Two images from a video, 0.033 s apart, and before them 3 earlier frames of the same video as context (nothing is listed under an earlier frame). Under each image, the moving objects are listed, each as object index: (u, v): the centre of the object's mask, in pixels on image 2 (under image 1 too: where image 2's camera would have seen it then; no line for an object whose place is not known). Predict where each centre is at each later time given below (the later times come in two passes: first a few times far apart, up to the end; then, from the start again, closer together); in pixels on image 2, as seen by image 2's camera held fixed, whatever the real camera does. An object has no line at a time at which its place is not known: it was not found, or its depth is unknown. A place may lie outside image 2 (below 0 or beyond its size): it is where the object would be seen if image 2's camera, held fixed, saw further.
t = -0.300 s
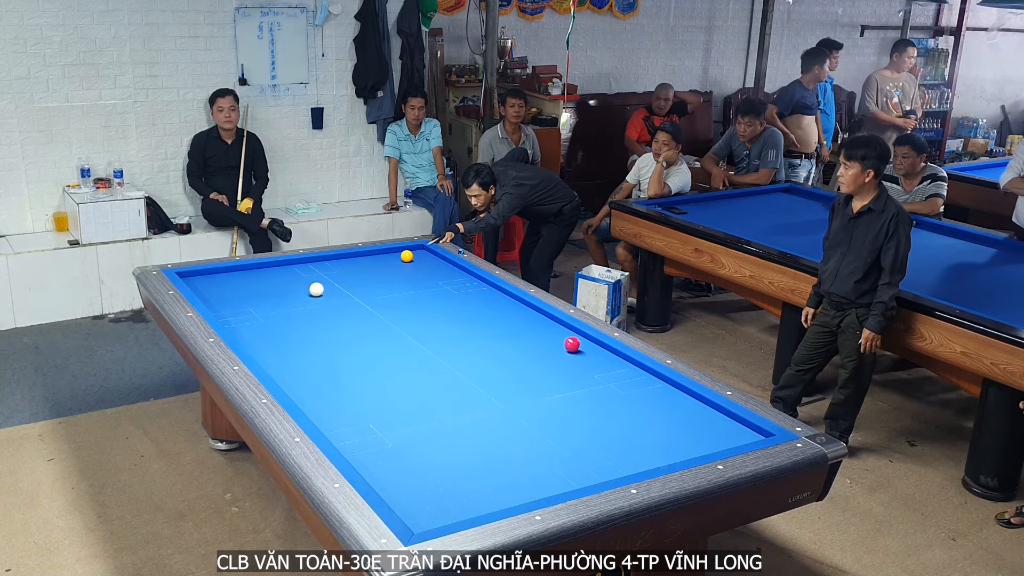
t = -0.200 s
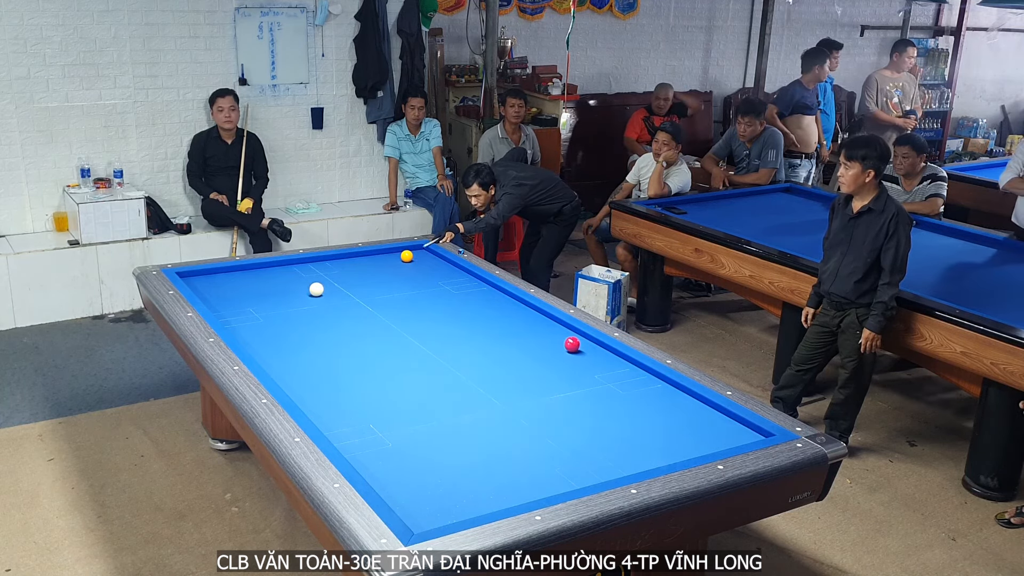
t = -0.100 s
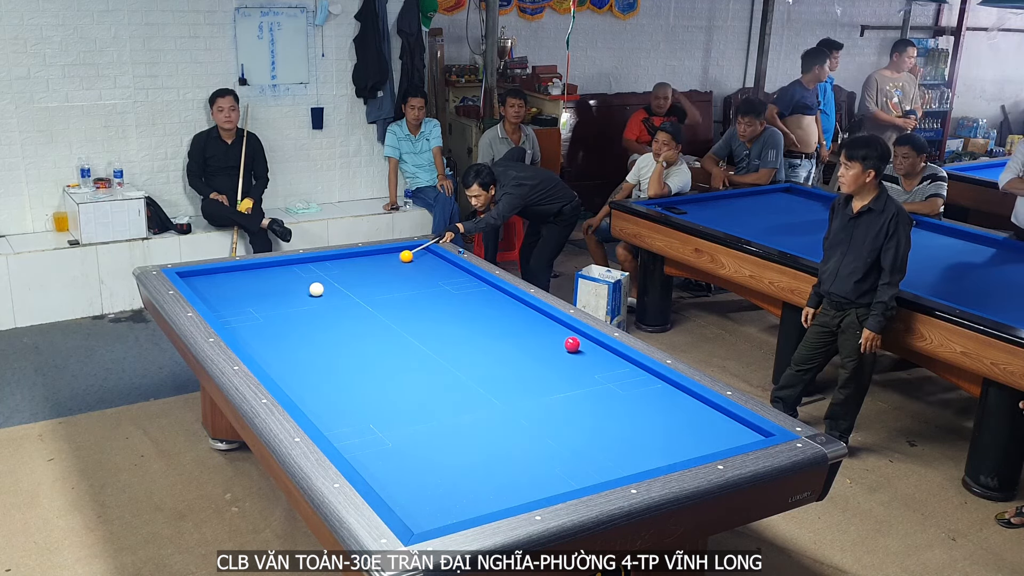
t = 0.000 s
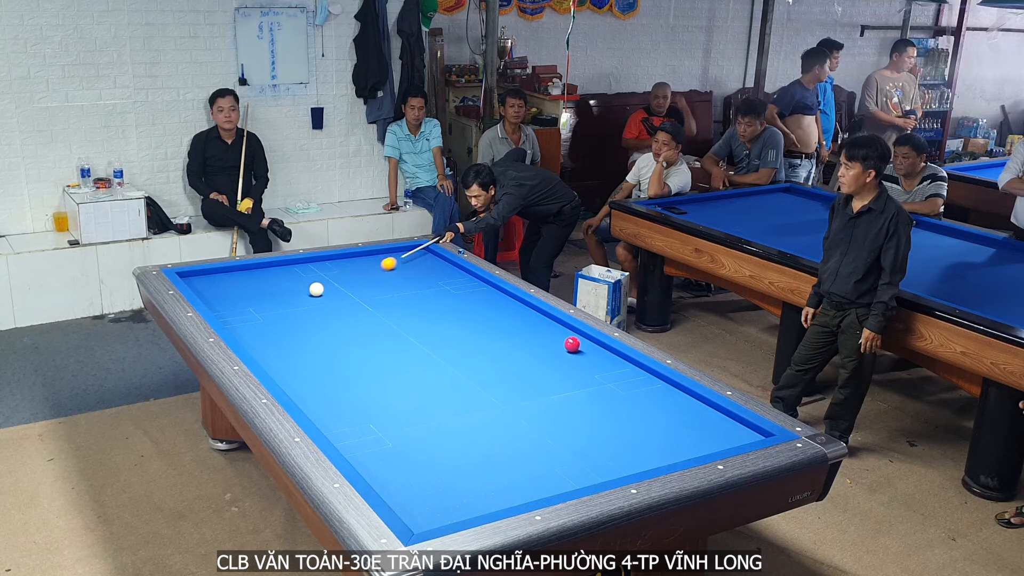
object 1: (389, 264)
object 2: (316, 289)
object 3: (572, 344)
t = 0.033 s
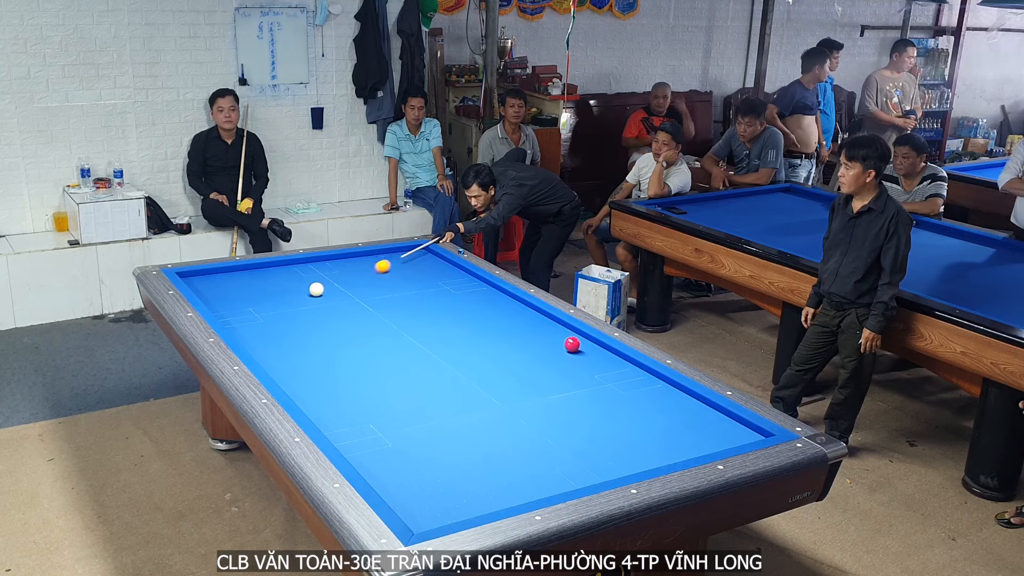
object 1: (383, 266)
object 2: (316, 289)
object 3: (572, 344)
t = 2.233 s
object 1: (554, 477)
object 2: (257, 276)
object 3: (572, 344)
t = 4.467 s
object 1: (580, 345)
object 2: (334, 257)
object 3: (549, 339)
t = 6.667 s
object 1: (544, 333)
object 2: (373, 256)
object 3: (423, 312)
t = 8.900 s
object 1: (540, 332)
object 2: (376, 256)
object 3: (349, 295)
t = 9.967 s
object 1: (540, 332)
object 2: (376, 256)
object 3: (331, 290)
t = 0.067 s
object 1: (376, 269)
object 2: (316, 289)
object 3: (572, 344)
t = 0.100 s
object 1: (370, 272)
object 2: (316, 289)
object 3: (572, 344)
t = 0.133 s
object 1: (364, 275)
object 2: (316, 289)
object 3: (572, 344)
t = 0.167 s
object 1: (357, 278)
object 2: (316, 289)
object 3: (572, 344)
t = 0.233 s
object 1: (344, 283)
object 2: (316, 289)
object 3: (572, 344)
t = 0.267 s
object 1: (337, 286)
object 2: (316, 289)
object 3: (572, 344)
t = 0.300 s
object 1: (331, 289)
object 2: (315, 289)
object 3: (572, 344)
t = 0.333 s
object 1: (329, 293)
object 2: (309, 289)
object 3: (572, 344)
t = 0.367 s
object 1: (328, 296)
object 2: (303, 290)
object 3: (572, 344)
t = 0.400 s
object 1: (327, 299)
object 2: (297, 290)
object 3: (572, 344)
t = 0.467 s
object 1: (323, 305)
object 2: (287, 290)
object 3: (572, 344)
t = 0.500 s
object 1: (321, 309)
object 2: (283, 290)
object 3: (572, 344)
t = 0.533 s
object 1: (318, 312)
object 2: (278, 290)
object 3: (572, 344)
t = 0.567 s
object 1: (316, 316)
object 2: (274, 290)
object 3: (572, 344)
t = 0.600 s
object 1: (313, 319)
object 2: (270, 290)
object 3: (572, 344)
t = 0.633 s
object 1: (311, 323)
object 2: (265, 290)
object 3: (572, 344)
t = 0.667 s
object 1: (308, 326)
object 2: (261, 290)
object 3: (572, 344)
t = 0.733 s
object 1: (303, 334)
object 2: (252, 291)
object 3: (572, 344)
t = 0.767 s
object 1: (300, 338)
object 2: (247, 291)
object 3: (572, 344)
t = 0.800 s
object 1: (297, 341)
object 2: (243, 291)
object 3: (572, 344)
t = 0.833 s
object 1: (294, 346)
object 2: (239, 291)
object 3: (572, 344)
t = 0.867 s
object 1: (292, 350)
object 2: (234, 291)
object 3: (572, 344)
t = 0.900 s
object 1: (289, 354)
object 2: (230, 291)
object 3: (572, 344)
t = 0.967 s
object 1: (282, 362)
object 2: (221, 291)
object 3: (572, 344)
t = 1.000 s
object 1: (279, 367)
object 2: (217, 291)
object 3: (572, 344)
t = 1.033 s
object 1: (277, 371)
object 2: (212, 291)
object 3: (572, 344)
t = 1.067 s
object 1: (280, 374)
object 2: (208, 291)
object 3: (572, 344)
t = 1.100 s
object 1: (287, 377)
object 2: (204, 291)
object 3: (572, 344)
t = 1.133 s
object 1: (296, 379)
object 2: (200, 291)
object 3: (572, 344)
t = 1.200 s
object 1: (311, 383)
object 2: (203, 291)
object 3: (572, 344)
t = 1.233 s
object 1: (318, 386)
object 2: (205, 290)
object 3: (572, 344)
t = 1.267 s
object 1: (325, 389)
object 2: (207, 289)
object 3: (572, 344)
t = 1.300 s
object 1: (332, 391)
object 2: (209, 289)
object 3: (572, 344)
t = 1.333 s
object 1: (339, 394)
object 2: (211, 288)
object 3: (572, 344)
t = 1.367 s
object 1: (346, 397)
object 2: (213, 288)
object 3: (572, 344)
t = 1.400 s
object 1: (353, 399)
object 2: (215, 287)
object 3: (572, 344)
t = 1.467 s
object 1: (367, 405)
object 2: (219, 286)
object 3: (572, 344)
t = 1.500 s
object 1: (374, 408)
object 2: (221, 286)
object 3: (572, 344)
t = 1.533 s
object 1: (382, 410)
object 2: (222, 285)
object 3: (572, 344)
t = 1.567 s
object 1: (389, 413)
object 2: (224, 285)
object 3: (572, 344)
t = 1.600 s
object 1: (397, 416)
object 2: (226, 284)
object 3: (572, 344)
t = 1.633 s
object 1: (404, 419)
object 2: (228, 284)
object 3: (572, 344)
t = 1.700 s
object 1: (420, 425)
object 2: (231, 283)
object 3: (572, 344)
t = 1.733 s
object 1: (427, 428)
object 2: (233, 282)
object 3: (572, 344)
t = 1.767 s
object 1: (435, 431)
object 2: (234, 282)
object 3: (572, 344)
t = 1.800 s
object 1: (443, 434)
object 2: (236, 281)
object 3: (572, 344)
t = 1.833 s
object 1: (451, 437)
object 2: (238, 281)
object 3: (572, 344)
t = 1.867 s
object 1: (459, 440)
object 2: (239, 281)
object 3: (572, 344)
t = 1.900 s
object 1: (467, 443)
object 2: (241, 280)
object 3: (572, 344)
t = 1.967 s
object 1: (484, 450)
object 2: (244, 279)
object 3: (572, 344)
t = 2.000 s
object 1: (492, 453)
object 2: (246, 279)
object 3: (572, 344)
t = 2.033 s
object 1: (501, 457)
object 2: (247, 278)
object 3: (572, 344)
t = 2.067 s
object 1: (509, 460)
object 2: (249, 278)
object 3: (572, 344)
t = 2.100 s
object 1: (518, 463)
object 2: (250, 277)
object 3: (572, 344)
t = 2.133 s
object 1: (527, 467)
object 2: (252, 277)
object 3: (572, 344)
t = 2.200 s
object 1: (545, 474)
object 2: (255, 276)
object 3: (572, 344)
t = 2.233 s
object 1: (554, 477)
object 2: (257, 276)
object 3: (572, 344)
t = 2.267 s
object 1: (563, 480)
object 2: (258, 275)
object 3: (572, 344)
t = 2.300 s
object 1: (572, 482)
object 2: (260, 275)
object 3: (572, 344)
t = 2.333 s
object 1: (576, 480)
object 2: (261, 274)
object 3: (572, 344)
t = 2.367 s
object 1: (576, 477)
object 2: (263, 274)
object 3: (572, 344)
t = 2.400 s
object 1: (576, 473)
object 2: (264, 274)
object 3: (572, 344)
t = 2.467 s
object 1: (576, 464)
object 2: (267, 273)
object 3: (572, 344)
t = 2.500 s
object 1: (577, 461)
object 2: (268, 273)
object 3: (572, 344)
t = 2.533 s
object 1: (578, 457)
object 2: (270, 272)
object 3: (572, 344)
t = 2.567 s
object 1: (579, 454)
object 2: (271, 272)
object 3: (572, 344)
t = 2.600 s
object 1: (580, 451)
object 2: (273, 272)
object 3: (572, 344)
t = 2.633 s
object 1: (581, 448)
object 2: (274, 271)
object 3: (572, 344)
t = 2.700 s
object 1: (584, 441)
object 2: (277, 270)
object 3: (572, 344)
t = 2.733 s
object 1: (585, 438)
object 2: (278, 270)
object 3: (572, 344)
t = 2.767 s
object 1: (586, 435)
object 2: (279, 270)
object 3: (572, 344)
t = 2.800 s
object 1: (587, 433)
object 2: (281, 269)
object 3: (572, 344)
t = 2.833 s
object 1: (588, 430)
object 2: (282, 269)
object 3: (572, 344)
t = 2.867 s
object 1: (589, 427)
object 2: (283, 269)
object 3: (572, 344)
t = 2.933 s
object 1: (591, 421)
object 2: (286, 268)
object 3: (572, 344)
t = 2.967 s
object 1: (592, 419)
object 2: (287, 268)
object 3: (572, 344)
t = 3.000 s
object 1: (593, 416)
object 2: (288, 267)
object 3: (572, 344)
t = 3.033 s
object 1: (594, 413)
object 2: (290, 267)
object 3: (572, 344)
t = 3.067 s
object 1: (594, 411)
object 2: (291, 267)
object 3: (572, 344)
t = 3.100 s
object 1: (595, 408)
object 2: (292, 266)
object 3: (572, 344)
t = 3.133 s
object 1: (596, 406)
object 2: (293, 266)
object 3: (572, 344)
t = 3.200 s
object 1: (598, 401)
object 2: (296, 265)
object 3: (572, 344)
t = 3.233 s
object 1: (599, 399)
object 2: (297, 265)
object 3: (572, 344)
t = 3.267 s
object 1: (600, 396)
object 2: (298, 265)
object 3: (572, 344)
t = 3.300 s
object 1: (600, 394)
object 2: (299, 265)
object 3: (572, 344)
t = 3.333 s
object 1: (601, 391)
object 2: (300, 264)
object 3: (572, 344)
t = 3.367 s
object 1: (602, 389)
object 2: (301, 264)
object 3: (572, 344)
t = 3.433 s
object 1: (603, 385)
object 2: (304, 263)
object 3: (572, 344)
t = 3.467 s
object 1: (604, 383)
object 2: (305, 263)
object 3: (572, 344)
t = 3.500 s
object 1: (605, 380)
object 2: (306, 263)
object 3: (572, 344)
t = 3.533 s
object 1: (606, 378)
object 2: (307, 263)
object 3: (572, 344)
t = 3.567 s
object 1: (606, 376)
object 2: (308, 262)
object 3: (572, 344)
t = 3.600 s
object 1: (607, 374)
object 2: (309, 262)
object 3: (572, 344)
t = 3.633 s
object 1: (608, 372)
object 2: (310, 262)
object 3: (572, 344)
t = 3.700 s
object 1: (609, 368)
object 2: (312, 261)
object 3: (572, 344)
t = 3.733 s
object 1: (610, 366)
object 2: (313, 261)
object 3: (572, 344)
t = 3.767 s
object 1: (610, 364)
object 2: (314, 261)
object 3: (572, 344)
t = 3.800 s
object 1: (611, 362)
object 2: (315, 260)
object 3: (572, 344)
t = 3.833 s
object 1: (612, 360)
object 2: (316, 260)
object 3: (572, 344)
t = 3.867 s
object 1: (612, 358)
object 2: (317, 260)
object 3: (572, 344)
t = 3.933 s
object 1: (613, 354)
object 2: (319, 259)
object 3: (572, 344)
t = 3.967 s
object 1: (612, 353)
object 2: (320, 259)
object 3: (572, 344)
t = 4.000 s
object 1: (607, 352)
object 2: (321, 259)
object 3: (572, 344)
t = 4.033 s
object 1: (603, 351)
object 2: (322, 259)
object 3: (572, 344)
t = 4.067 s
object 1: (599, 350)
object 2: (323, 258)
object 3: (572, 344)
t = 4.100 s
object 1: (595, 349)
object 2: (324, 258)
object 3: (572, 344)
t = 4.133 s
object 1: (591, 348)
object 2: (325, 258)
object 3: (572, 344)
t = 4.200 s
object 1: (587, 347)
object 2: (326, 258)
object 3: (569, 344)
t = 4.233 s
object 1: (586, 347)
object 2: (328, 257)
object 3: (566, 343)
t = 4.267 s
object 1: (586, 347)
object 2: (329, 258)
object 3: (563, 342)
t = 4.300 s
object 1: (585, 347)
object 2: (330, 258)
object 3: (561, 342)
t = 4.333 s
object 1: (584, 346)
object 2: (331, 257)
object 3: (558, 341)
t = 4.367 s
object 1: (583, 346)
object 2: (332, 257)
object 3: (556, 341)
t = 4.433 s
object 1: (581, 346)
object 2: (333, 257)
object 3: (551, 340)
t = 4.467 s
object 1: (580, 345)
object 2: (334, 257)
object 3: (549, 339)
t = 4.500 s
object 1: (579, 345)
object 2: (335, 257)
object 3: (547, 339)
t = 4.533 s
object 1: (579, 345)
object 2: (336, 257)
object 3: (544, 338)
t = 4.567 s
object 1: (578, 344)
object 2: (337, 257)
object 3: (542, 338)
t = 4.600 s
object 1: (577, 344)
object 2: (338, 257)
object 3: (539, 337)
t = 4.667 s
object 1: (575, 343)
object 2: (340, 257)
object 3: (535, 336)
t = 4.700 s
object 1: (575, 343)
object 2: (341, 257)
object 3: (533, 336)
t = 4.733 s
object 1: (574, 343)
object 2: (341, 257)
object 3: (530, 335)
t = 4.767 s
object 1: (573, 343)
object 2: (342, 257)
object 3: (528, 335)
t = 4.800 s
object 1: (572, 343)
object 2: (343, 257)
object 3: (526, 334)
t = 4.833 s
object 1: (571, 342)
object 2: (344, 257)
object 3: (524, 334)
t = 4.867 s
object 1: (571, 342)
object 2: (345, 257)
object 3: (521, 333)
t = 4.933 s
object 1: (569, 342)
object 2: (346, 257)
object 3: (517, 332)
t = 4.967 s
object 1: (568, 341)
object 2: (347, 257)
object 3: (515, 332)
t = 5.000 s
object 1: (568, 341)
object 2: (348, 257)
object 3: (513, 331)
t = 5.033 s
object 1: (567, 341)
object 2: (349, 257)
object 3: (511, 331)
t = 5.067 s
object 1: (566, 341)
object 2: (349, 257)
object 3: (509, 330)
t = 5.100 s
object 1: (566, 341)
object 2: (350, 257)
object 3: (507, 330)
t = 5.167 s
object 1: (564, 340)
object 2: (352, 257)
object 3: (503, 329)
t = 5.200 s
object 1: (564, 340)
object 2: (352, 256)
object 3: (500, 328)
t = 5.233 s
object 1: (563, 340)
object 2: (353, 257)
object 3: (498, 328)
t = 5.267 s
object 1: (562, 339)
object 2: (354, 257)
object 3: (496, 328)
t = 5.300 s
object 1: (562, 339)
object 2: (354, 256)
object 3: (494, 327)
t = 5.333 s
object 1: (561, 339)
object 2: (355, 256)
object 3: (492, 327)
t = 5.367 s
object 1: (560, 339)
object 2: (356, 256)
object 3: (490, 326)
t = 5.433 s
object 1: (559, 338)
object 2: (357, 256)
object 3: (486, 326)
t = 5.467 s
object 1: (559, 338)
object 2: (358, 256)
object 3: (484, 325)
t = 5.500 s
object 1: (558, 338)
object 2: (358, 256)
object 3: (483, 325)
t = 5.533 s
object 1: (558, 338)
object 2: (359, 256)
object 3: (481, 324)
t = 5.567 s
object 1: (557, 338)
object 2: (359, 256)
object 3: (479, 324)
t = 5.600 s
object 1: (557, 338)
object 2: (360, 256)
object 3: (477, 324)
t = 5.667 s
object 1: (555, 337)
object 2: (361, 256)
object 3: (473, 323)
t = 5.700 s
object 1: (555, 337)
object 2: (362, 256)
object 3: (471, 322)
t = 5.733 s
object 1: (555, 337)
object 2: (362, 256)
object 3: (469, 322)
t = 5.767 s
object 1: (554, 337)
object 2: (363, 256)
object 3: (467, 321)
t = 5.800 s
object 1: (554, 337)
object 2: (363, 256)
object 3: (466, 321)
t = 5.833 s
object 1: (553, 336)
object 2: (364, 256)
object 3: (464, 320)
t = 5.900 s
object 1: (552, 336)
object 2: (365, 256)
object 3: (460, 320)
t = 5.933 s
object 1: (552, 336)
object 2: (365, 256)
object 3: (459, 319)
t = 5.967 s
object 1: (551, 336)
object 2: (366, 256)
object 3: (457, 319)
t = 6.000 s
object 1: (551, 336)
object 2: (366, 256)
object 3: (455, 319)
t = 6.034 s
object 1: (550, 336)
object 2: (367, 256)
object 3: (453, 318)
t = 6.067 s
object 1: (550, 335)
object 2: (367, 256)
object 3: (452, 318)
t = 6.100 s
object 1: (550, 335)
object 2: (368, 256)
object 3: (450, 318)
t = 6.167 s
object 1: (549, 335)
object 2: (368, 256)
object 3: (447, 317)
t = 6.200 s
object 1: (548, 335)
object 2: (369, 256)
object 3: (445, 317)
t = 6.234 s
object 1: (548, 335)
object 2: (369, 256)
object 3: (443, 316)
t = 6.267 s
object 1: (548, 335)
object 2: (369, 256)
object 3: (442, 316)
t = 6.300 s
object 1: (548, 334)
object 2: (370, 256)
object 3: (440, 315)
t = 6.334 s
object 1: (547, 334)
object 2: (370, 256)
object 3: (438, 315)
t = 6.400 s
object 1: (546, 334)
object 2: (371, 256)
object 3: (435, 315)
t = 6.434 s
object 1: (546, 334)
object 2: (371, 256)
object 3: (434, 314)
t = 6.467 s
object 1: (546, 334)
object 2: (372, 256)
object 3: (432, 314)
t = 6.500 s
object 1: (545, 334)
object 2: (372, 256)
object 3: (431, 313)
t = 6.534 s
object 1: (545, 334)
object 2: (372, 256)
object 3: (429, 313)
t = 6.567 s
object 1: (545, 334)
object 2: (372, 256)
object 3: (428, 313)
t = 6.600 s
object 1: (545, 333)
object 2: (373, 256)
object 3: (426, 312)
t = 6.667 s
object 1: (544, 333)
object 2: (373, 256)
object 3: (423, 312)
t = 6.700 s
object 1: (544, 333)
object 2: (373, 256)
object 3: (422, 311)
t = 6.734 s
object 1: (544, 333)
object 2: (374, 256)
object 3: (420, 311)
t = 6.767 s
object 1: (543, 333)
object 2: (374, 256)
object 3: (419, 311)
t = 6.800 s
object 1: (543, 333)
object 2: (374, 256)
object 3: (417, 310)
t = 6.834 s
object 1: (543, 333)
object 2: (374, 256)
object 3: (416, 310)
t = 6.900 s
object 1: (543, 333)
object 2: (375, 256)
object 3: (413, 309)
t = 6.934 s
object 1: (543, 333)
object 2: (375, 256)
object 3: (412, 309)
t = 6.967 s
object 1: (542, 333)
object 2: (375, 256)
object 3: (410, 309)
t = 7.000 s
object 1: (542, 333)
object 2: (375, 256)
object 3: (409, 308)
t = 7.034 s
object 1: (542, 333)
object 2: (375, 256)
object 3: (408, 308)
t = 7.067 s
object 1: (542, 333)
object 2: (375, 256)
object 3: (406, 308)
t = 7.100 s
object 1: (542, 333)
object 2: (375, 256)
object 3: (405, 307)
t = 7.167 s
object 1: (541, 332)
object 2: (375, 256)
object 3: (402, 307)
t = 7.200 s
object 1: (541, 332)
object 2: (376, 256)
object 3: (401, 307)
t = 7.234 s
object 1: (541, 332)
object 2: (376, 256)
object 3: (400, 307)
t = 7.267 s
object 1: (541, 332)
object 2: (376, 256)
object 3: (398, 306)
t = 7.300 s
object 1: (541, 332)
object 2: (376, 256)
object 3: (397, 306)
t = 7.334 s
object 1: (541, 332)
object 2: (376, 256)
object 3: (396, 306)
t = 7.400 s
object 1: (541, 332)
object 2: (376, 256)
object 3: (393, 305)
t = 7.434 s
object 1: (540, 332)
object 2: (376, 256)
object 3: (392, 305)
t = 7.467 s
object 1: (540, 332)
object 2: (376, 256)
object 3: (391, 304)
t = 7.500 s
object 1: (540, 332)
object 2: (376, 256)
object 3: (390, 304)
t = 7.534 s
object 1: (540, 332)
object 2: (376, 256)
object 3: (389, 304)
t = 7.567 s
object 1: (540, 332)
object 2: (376, 256)
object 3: (387, 304)
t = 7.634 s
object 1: (540, 332)
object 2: (376, 256)
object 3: (385, 303)
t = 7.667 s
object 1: (540, 332)
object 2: (376, 256)
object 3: (384, 303)
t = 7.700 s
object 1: (540, 332)
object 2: (376, 256)
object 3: (383, 303)
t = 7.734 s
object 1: (540, 332)
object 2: (376, 256)
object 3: (382, 302)
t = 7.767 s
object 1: (540, 332)
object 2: (376, 256)
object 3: (381, 302)
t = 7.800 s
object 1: (540, 332)
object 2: (376, 256)
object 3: (380, 302)
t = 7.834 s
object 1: (540, 332)
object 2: (376, 256)
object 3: (378, 302)
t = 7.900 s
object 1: (540, 332)
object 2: (376, 256)
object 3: (376, 301)
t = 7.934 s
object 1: (540, 332)
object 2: (376, 256)
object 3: (375, 301)
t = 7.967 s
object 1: (540, 332)
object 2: (376, 256)
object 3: (374, 301)
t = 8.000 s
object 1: (540, 332)
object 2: (376, 256)
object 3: (373, 300)
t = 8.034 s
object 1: (540, 332)
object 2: (376, 256)
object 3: (372, 300)
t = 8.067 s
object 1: (540, 332)
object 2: (376, 256)
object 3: (371, 300)
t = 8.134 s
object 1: (540, 332)
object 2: (376, 256)
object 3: (369, 300)
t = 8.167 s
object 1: (540, 332)
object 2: (376, 256)
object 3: (368, 299)
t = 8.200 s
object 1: (540, 332)
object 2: (376, 256)
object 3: (367, 299)
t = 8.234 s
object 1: (540, 332)
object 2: (376, 256)
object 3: (366, 299)
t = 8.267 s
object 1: (540, 332)
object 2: (376, 256)
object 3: (366, 298)
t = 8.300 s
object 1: (540, 332)
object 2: (376, 256)
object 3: (364, 298)
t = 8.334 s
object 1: (540, 332)
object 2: (376, 256)
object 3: (363, 298)
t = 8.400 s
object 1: (540, 332)
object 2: (376, 256)
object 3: (362, 298)
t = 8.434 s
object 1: (540, 332)
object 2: (376, 256)
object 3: (361, 297)
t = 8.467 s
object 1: (540, 332)
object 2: (376, 256)
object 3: (360, 297)
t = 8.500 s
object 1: (540, 332)
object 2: (376, 256)
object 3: (359, 297)
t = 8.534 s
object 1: (540, 332)
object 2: (376, 256)
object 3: (358, 297)
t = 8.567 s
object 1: (540, 332)
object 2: (376, 256)
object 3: (357, 297)
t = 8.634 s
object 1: (540, 332)
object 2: (376, 256)
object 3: (355, 296)
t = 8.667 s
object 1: (540, 332)
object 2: (376, 256)
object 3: (355, 296)
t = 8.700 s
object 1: (540, 332)
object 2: (376, 256)
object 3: (354, 296)
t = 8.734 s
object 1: (540, 332)
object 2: (376, 256)
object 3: (353, 296)
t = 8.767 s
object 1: (540, 332)
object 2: (376, 256)
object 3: (352, 296)
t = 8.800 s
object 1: (540, 332)
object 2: (376, 256)
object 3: (352, 295)
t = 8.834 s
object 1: (540, 332)
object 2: (376, 256)
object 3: (351, 295)
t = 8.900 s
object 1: (540, 332)
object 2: (376, 256)
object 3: (349, 295)
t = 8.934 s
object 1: (540, 332)
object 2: (376, 256)
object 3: (349, 294)
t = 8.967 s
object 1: (540, 332)
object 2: (376, 256)
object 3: (348, 294)
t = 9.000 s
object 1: (540, 332)
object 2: (376, 256)
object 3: (347, 294)
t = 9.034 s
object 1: (540, 332)
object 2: (376, 256)
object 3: (347, 294)
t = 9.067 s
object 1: (540, 332)
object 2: (376, 256)
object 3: (346, 294)
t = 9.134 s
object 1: (540, 332)
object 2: (376, 256)
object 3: (344, 293)
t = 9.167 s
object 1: (540, 332)
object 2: (376, 256)
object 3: (344, 293)
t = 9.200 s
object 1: (540, 332)
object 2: (376, 256)
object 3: (343, 293)
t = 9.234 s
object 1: (540, 332)
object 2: (376, 256)
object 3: (343, 293)
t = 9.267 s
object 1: (540, 332)
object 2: (376, 256)
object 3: (342, 293)
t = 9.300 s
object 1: (540, 332)
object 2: (376, 256)
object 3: (341, 293)
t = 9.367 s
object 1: (540, 332)
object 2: (376, 256)
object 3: (340, 292)
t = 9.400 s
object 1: (540, 332)
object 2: (376, 256)
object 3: (339, 292)
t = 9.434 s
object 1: (540, 332)
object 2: (376, 256)
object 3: (339, 292)
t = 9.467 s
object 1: (540, 332)
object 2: (376, 256)
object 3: (338, 292)
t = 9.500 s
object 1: (540, 332)
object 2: (376, 256)
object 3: (338, 292)
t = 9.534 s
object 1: (540, 332)
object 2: (376, 256)
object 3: (337, 292)
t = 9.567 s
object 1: (540, 332)
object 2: (376, 256)
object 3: (337, 292)
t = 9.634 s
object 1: (540, 332)
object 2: (376, 256)
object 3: (336, 291)
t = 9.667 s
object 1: (540, 332)
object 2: (376, 256)
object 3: (335, 291)
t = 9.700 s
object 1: (540, 332)
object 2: (376, 256)
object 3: (335, 291)
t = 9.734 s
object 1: (540, 332)
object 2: (376, 256)
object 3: (334, 291)
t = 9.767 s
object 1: (540, 332)
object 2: (376, 256)
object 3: (334, 291)
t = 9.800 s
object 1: (540, 332)
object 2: (376, 256)
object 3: (333, 291)
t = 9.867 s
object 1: (540, 332)
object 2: (376, 256)
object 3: (332, 290)
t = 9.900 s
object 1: (540, 332)
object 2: (376, 256)
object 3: (332, 290)
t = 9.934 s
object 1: (540, 332)
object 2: (376, 256)
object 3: (332, 290)
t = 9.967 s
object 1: (540, 332)
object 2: (376, 256)
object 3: (331, 290)
